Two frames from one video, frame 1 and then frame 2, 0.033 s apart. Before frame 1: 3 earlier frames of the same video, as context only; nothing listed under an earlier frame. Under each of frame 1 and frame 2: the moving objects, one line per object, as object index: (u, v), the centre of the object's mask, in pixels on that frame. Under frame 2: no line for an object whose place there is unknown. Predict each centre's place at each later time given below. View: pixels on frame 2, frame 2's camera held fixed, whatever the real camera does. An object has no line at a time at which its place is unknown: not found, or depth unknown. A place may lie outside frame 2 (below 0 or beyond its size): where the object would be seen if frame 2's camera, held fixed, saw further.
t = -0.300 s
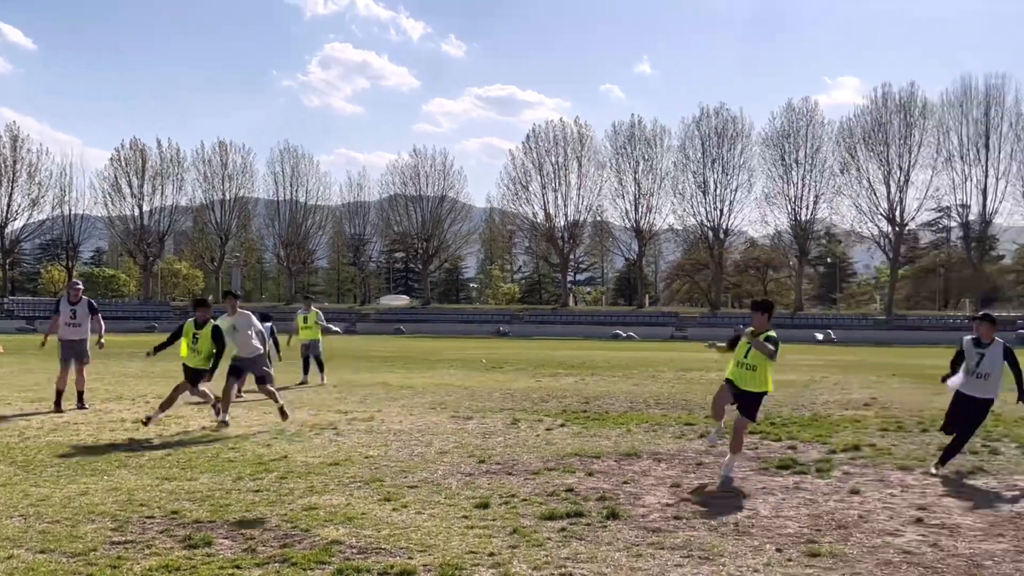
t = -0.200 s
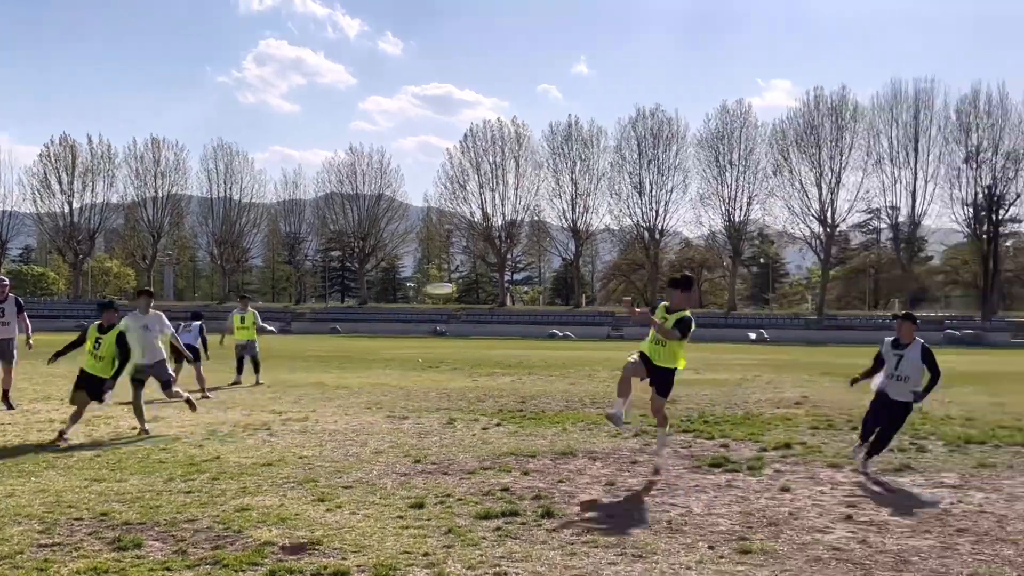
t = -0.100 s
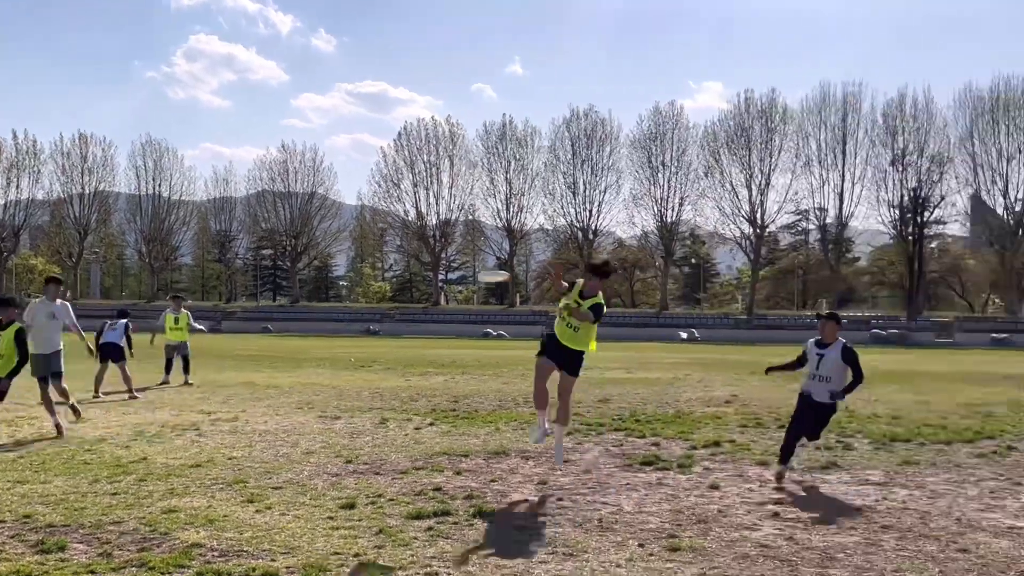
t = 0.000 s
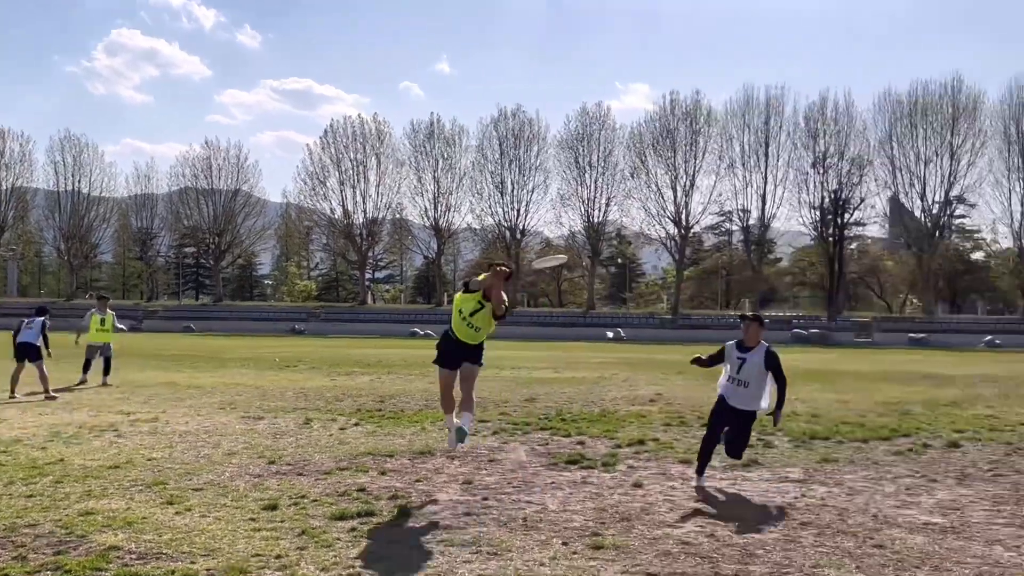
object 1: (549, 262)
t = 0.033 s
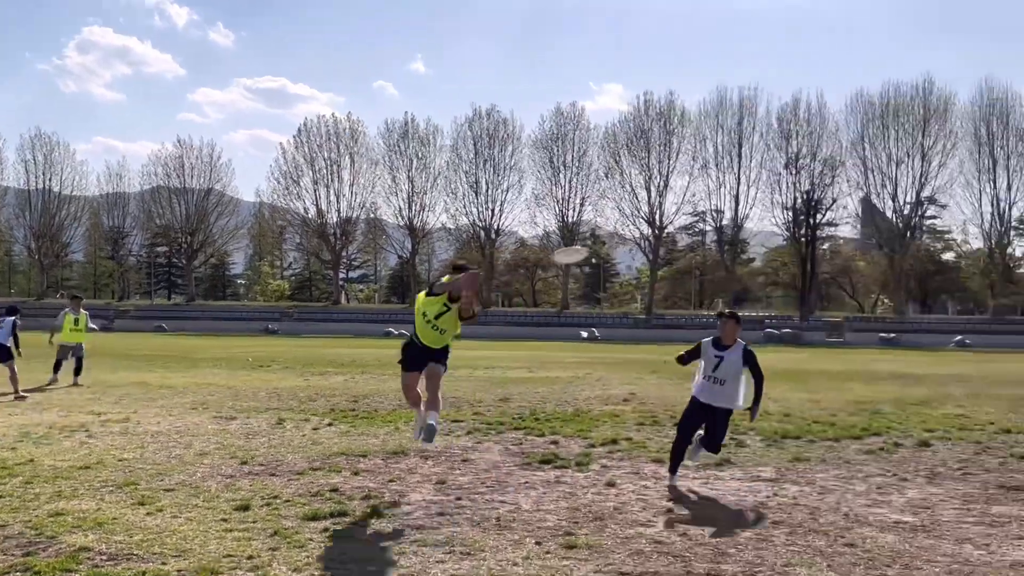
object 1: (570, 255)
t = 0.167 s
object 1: (761, 218)
